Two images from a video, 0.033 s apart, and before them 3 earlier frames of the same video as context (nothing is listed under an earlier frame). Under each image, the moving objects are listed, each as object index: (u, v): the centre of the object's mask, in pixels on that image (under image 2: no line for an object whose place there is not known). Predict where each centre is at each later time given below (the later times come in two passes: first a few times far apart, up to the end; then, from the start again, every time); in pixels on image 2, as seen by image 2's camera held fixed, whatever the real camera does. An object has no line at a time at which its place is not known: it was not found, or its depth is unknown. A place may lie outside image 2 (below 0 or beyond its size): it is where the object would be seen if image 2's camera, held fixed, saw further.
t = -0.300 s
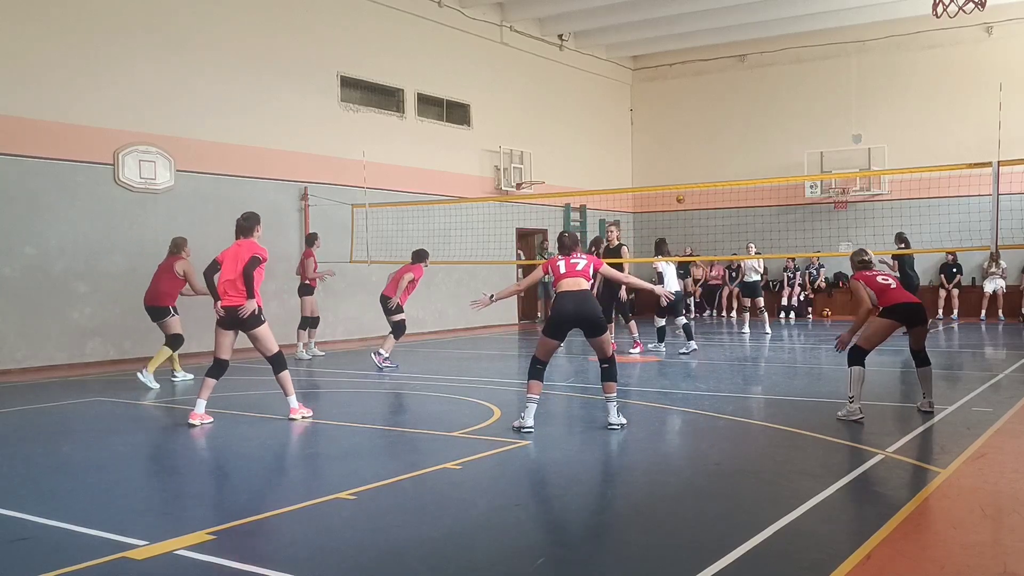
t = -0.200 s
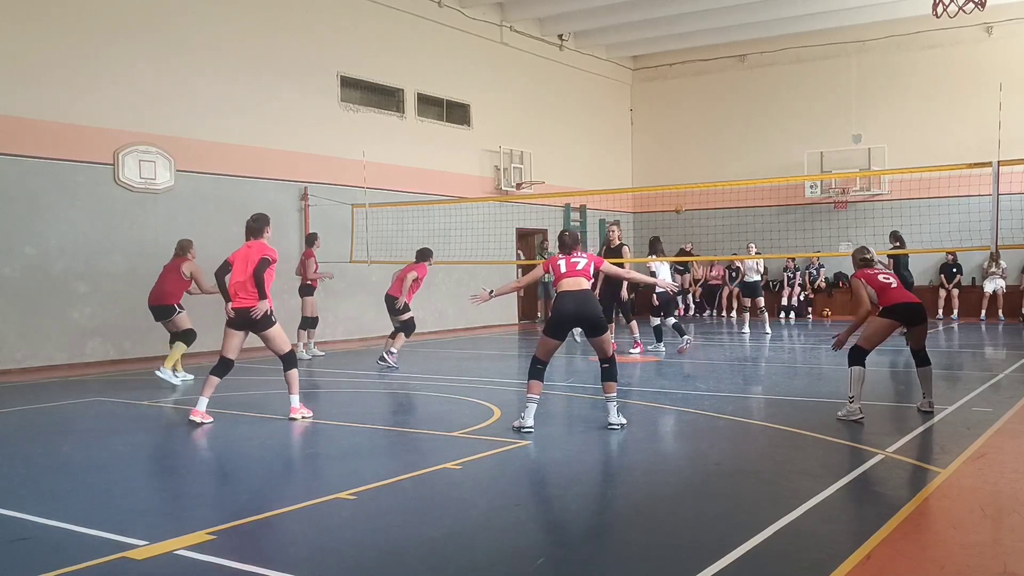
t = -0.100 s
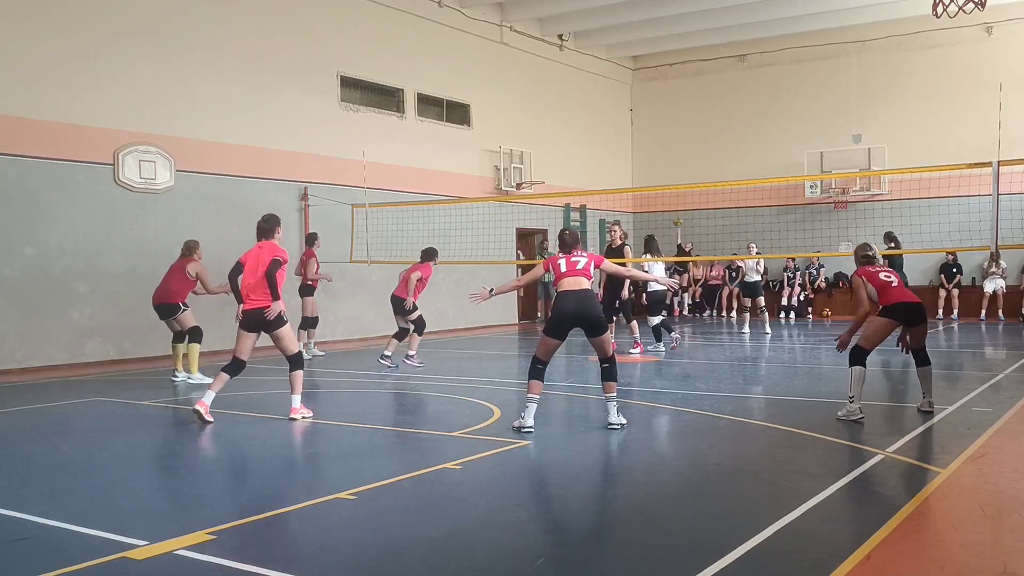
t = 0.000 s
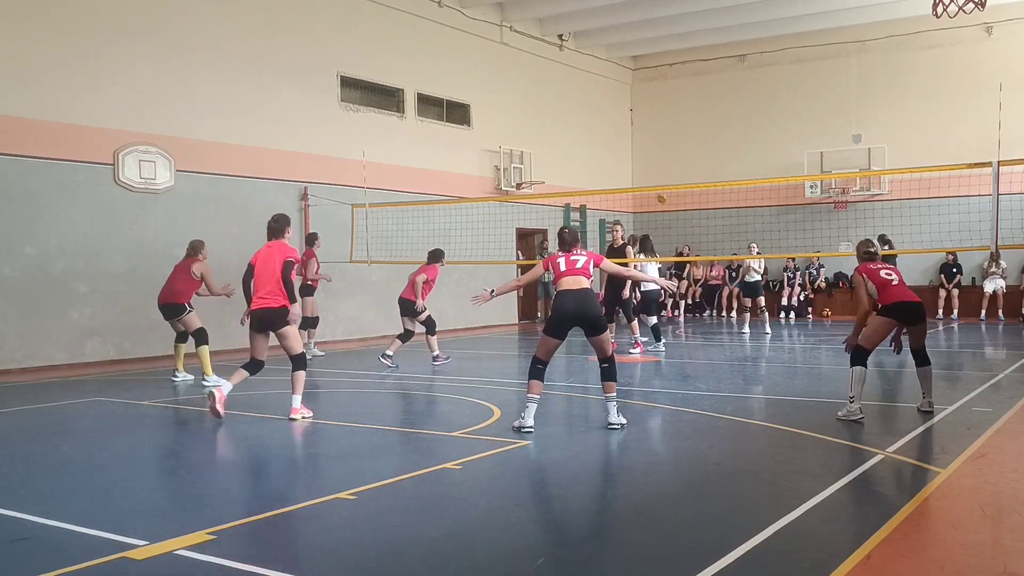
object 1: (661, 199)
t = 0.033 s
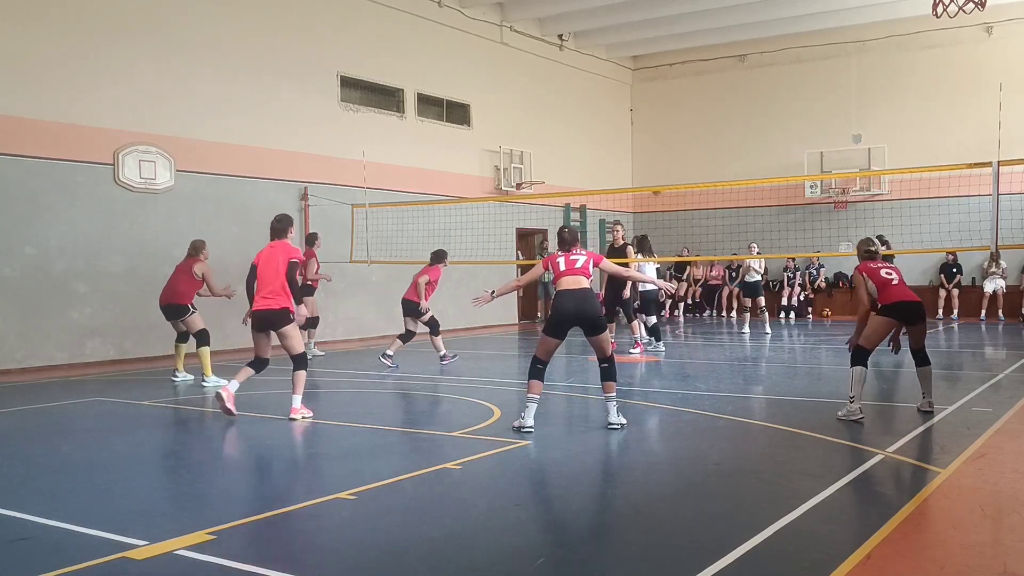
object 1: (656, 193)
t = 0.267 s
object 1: (611, 140)
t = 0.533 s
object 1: (541, 98)
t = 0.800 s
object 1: (431, 94)
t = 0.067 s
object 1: (650, 182)
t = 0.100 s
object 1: (644, 176)
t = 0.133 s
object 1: (638, 168)
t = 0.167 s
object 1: (632, 161)
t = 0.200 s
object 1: (625, 154)
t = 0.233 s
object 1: (618, 147)
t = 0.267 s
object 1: (611, 140)
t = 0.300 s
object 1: (603, 134)
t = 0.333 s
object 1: (595, 128)
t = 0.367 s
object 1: (587, 122)
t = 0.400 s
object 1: (579, 116)
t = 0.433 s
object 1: (570, 111)
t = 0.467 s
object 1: (561, 106)
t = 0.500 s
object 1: (551, 101)
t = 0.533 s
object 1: (541, 98)
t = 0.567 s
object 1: (530, 95)
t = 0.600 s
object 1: (518, 92)
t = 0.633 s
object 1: (506, 90)
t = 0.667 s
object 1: (492, 89)
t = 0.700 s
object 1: (478, 90)
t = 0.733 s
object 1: (464, 91)
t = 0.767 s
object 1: (448, 92)
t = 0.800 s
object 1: (431, 94)
